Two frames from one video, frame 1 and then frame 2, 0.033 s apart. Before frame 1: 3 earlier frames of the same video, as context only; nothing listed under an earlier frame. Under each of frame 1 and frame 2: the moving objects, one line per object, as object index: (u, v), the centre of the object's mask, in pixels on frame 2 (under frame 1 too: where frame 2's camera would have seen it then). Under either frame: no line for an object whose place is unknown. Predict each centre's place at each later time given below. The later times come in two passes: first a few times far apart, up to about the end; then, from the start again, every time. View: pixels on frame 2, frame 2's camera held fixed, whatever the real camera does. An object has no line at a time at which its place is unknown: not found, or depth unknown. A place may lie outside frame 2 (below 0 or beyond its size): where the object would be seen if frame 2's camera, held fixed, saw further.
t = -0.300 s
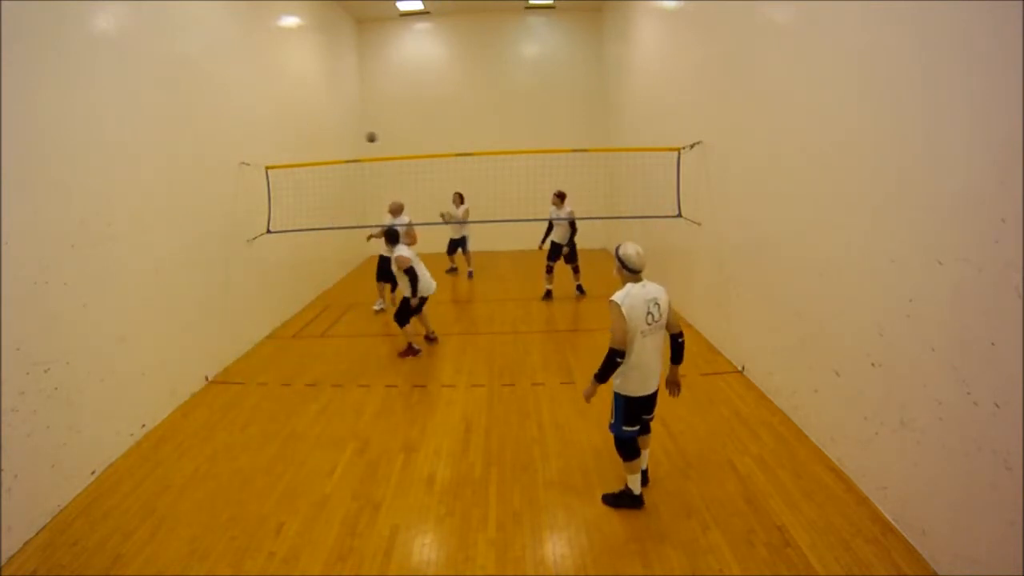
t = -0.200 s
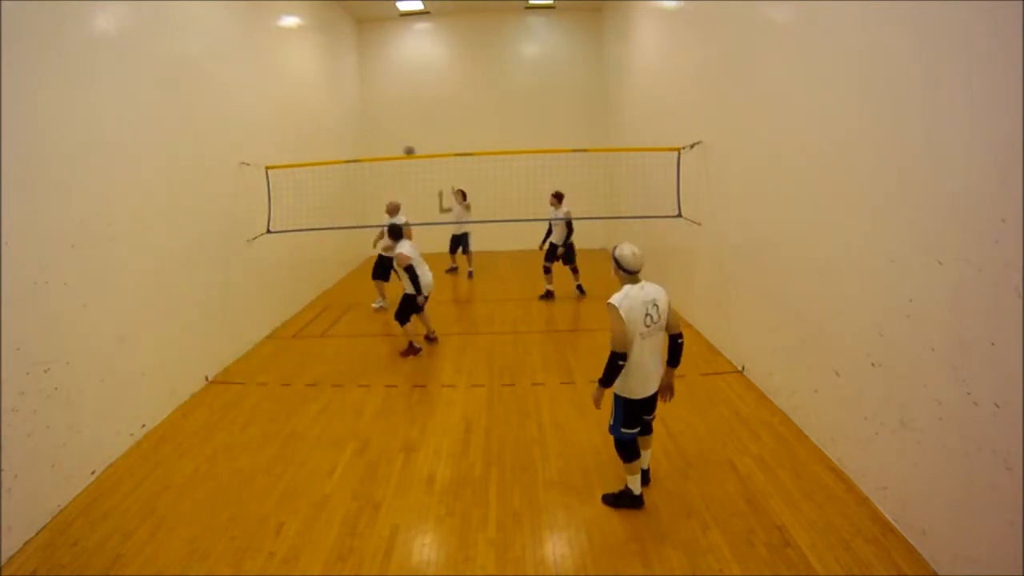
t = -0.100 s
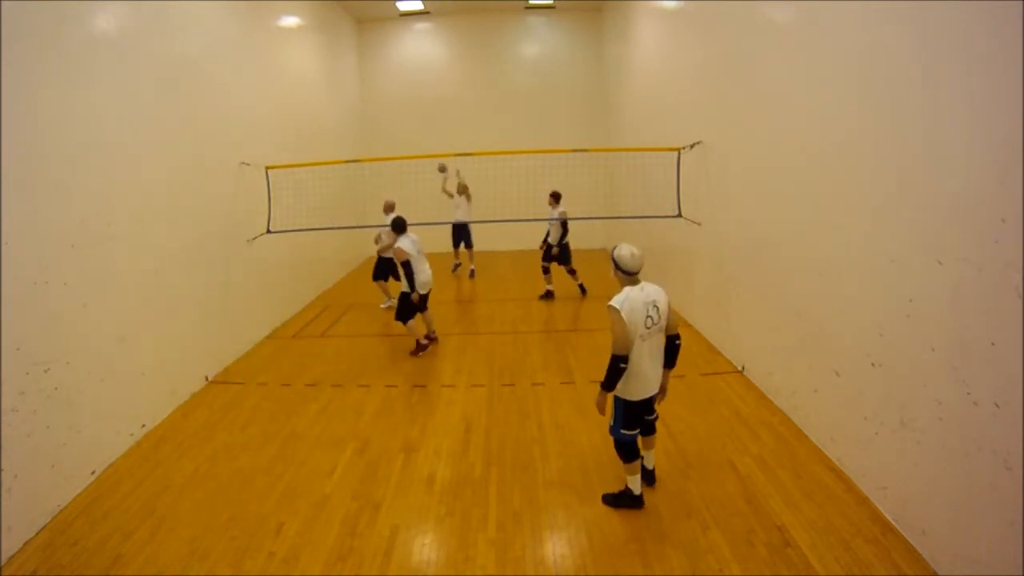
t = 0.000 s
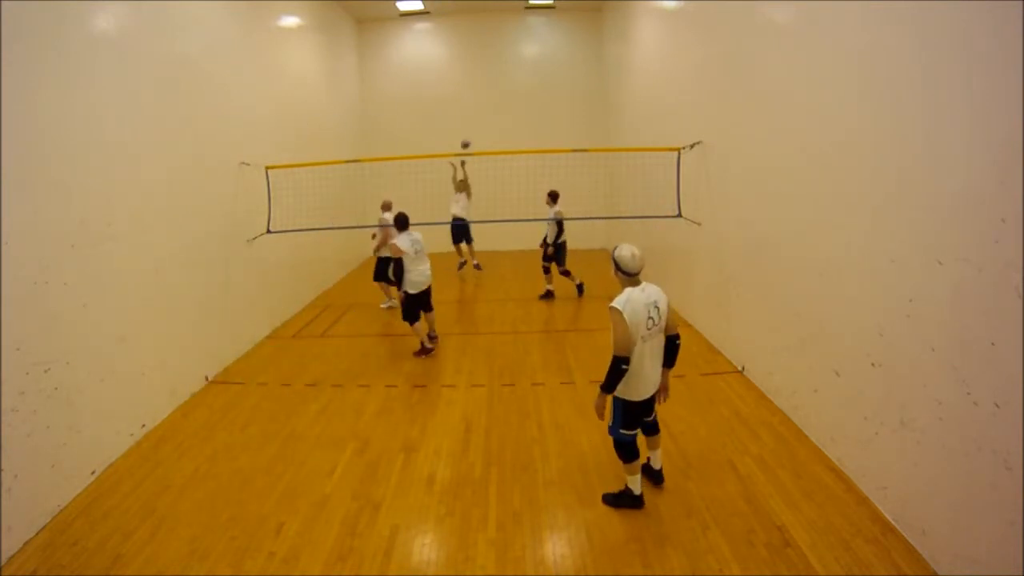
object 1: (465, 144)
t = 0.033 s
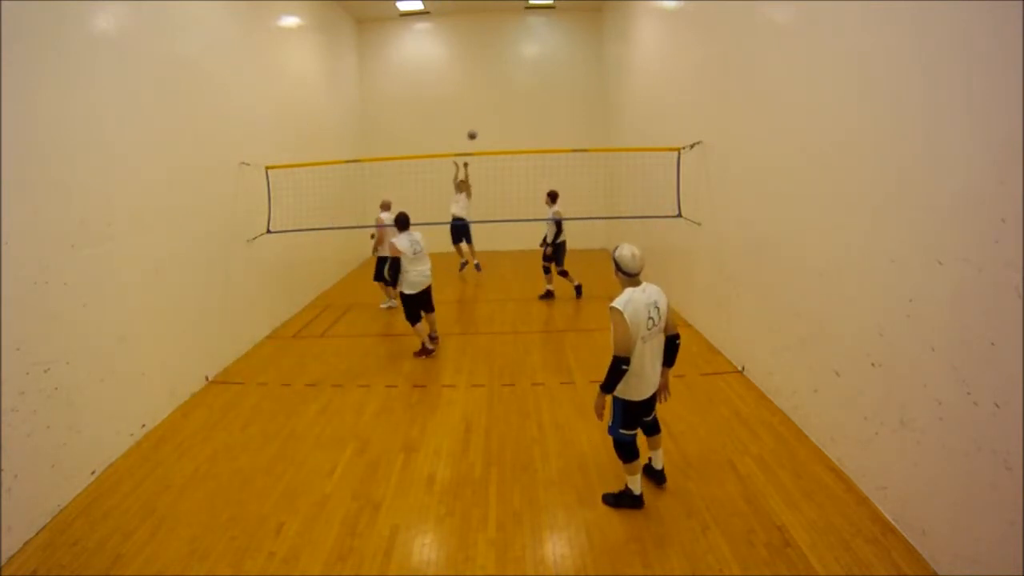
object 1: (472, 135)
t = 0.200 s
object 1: (507, 99)
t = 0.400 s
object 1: (550, 76)
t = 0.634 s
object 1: (597, 74)
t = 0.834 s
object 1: (602, 85)
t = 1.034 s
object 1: (569, 106)
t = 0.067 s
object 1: (479, 126)
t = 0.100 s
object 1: (486, 118)
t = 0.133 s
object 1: (493, 111)
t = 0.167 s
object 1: (501, 105)
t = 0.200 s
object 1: (507, 99)
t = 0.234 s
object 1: (515, 93)
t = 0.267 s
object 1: (522, 88)
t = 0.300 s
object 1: (529, 84)
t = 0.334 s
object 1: (536, 81)
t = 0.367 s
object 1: (543, 78)
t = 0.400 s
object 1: (550, 76)
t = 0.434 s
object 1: (557, 74)
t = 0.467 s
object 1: (563, 72)
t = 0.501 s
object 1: (571, 72)
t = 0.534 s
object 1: (577, 72)
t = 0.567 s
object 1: (584, 72)
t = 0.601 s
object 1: (591, 73)
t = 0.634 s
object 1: (597, 74)
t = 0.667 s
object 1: (603, 76)
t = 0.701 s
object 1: (610, 79)
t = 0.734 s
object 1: (617, 82)
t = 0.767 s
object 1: (612, 82)
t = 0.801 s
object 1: (607, 83)
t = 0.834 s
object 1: (602, 85)
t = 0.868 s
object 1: (596, 87)
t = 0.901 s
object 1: (591, 90)
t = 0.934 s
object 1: (585, 93)
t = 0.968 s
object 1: (580, 97)
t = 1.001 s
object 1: (574, 101)
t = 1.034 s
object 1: (569, 106)
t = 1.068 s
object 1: (564, 111)
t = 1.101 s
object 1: (558, 117)
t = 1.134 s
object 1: (553, 123)
